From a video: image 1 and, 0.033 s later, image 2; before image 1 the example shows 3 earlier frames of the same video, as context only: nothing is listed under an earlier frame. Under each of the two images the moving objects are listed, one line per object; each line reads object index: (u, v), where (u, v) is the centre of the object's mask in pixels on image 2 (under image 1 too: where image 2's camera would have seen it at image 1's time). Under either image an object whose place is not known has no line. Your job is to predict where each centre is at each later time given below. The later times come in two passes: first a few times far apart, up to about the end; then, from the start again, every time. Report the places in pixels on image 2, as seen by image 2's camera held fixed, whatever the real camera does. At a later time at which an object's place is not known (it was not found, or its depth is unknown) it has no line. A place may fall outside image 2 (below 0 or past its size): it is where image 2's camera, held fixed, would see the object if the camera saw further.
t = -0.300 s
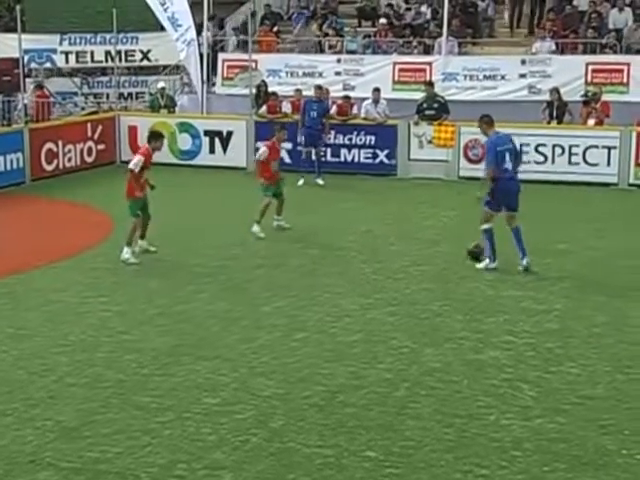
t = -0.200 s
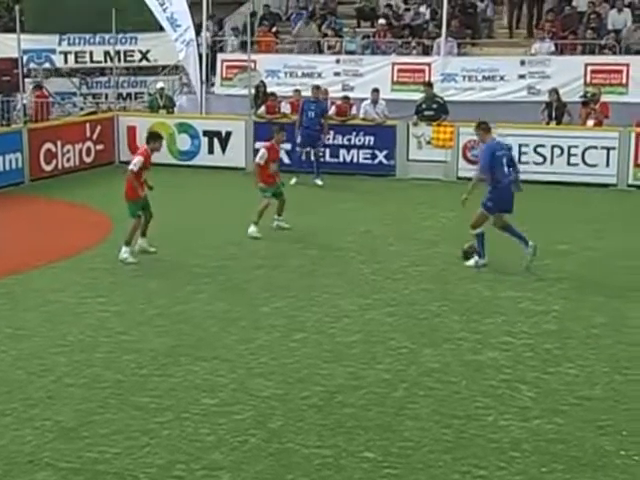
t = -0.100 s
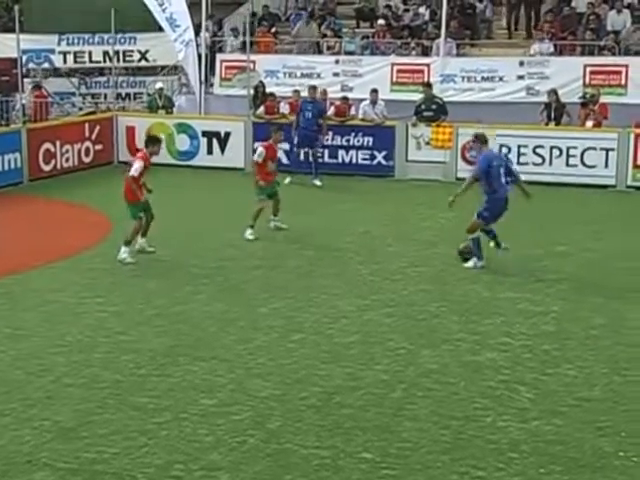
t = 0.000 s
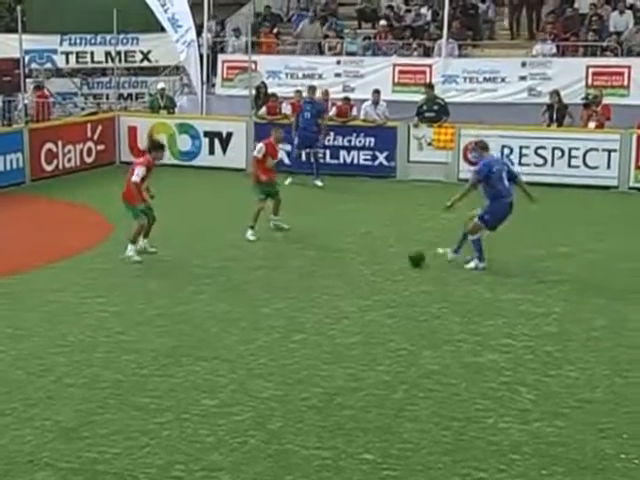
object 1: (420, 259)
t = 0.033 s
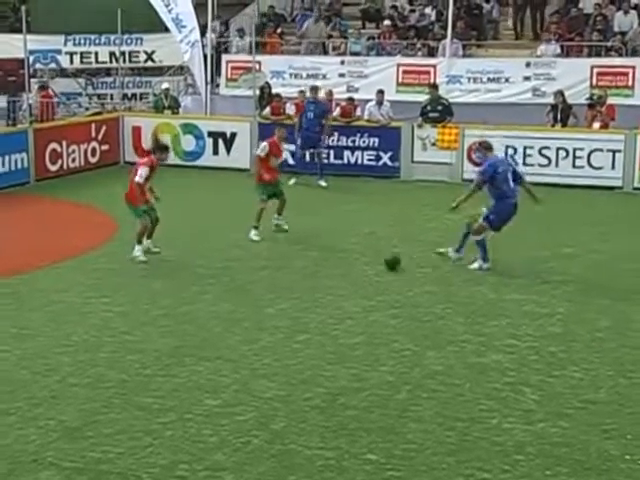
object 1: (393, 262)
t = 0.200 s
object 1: (248, 279)
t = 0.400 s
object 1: (72, 300)
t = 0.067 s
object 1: (364, 267)
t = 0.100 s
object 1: (335, 270)
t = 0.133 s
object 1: (307, 273)
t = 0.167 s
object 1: (277, 276)
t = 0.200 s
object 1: (248, 279)
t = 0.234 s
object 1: (219, 283)
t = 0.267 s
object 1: (190, 288)
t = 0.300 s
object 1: (161, 291)
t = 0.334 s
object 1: (131, 293)
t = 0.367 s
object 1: (101, 296)
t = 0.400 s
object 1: (72, 300)
